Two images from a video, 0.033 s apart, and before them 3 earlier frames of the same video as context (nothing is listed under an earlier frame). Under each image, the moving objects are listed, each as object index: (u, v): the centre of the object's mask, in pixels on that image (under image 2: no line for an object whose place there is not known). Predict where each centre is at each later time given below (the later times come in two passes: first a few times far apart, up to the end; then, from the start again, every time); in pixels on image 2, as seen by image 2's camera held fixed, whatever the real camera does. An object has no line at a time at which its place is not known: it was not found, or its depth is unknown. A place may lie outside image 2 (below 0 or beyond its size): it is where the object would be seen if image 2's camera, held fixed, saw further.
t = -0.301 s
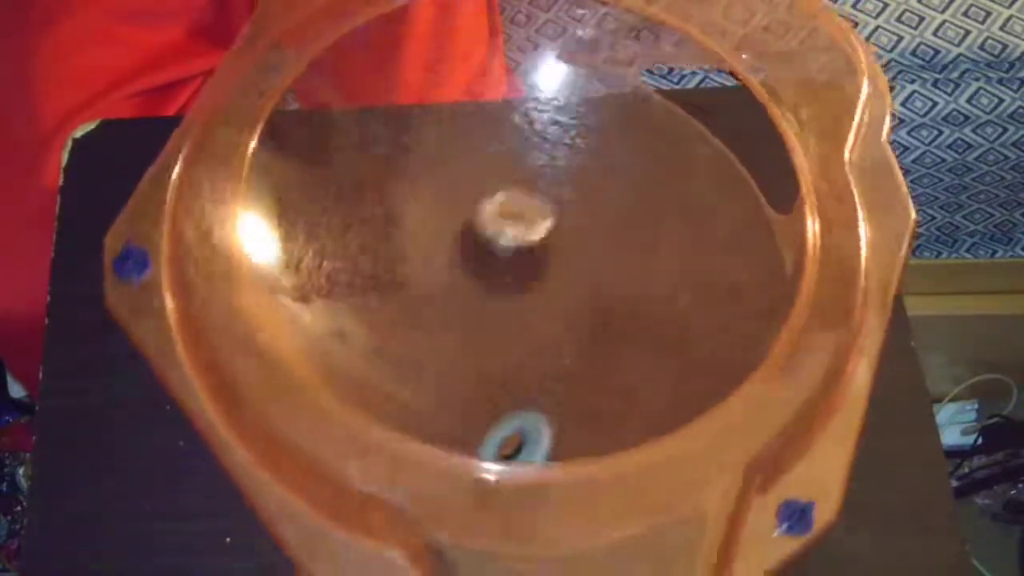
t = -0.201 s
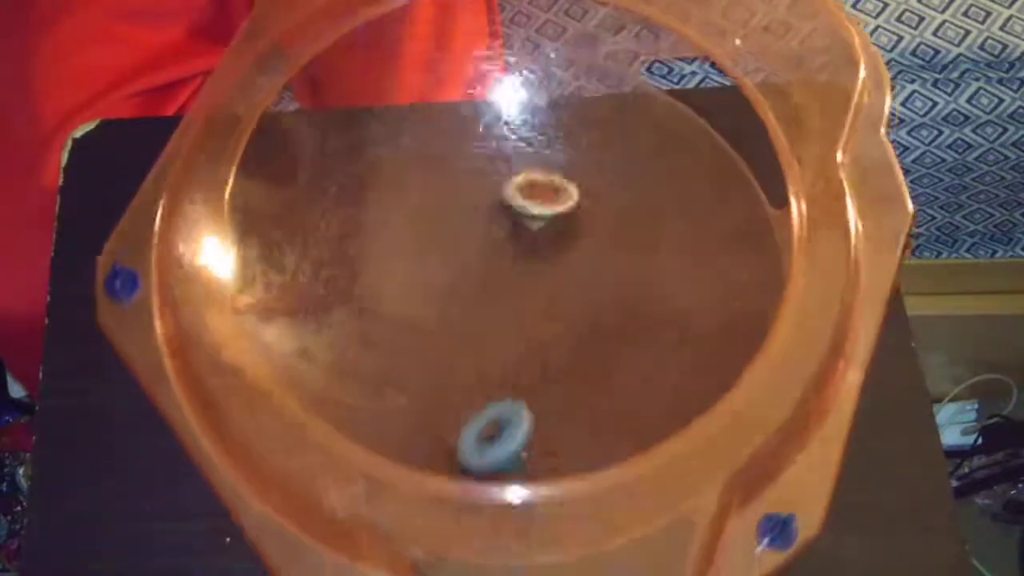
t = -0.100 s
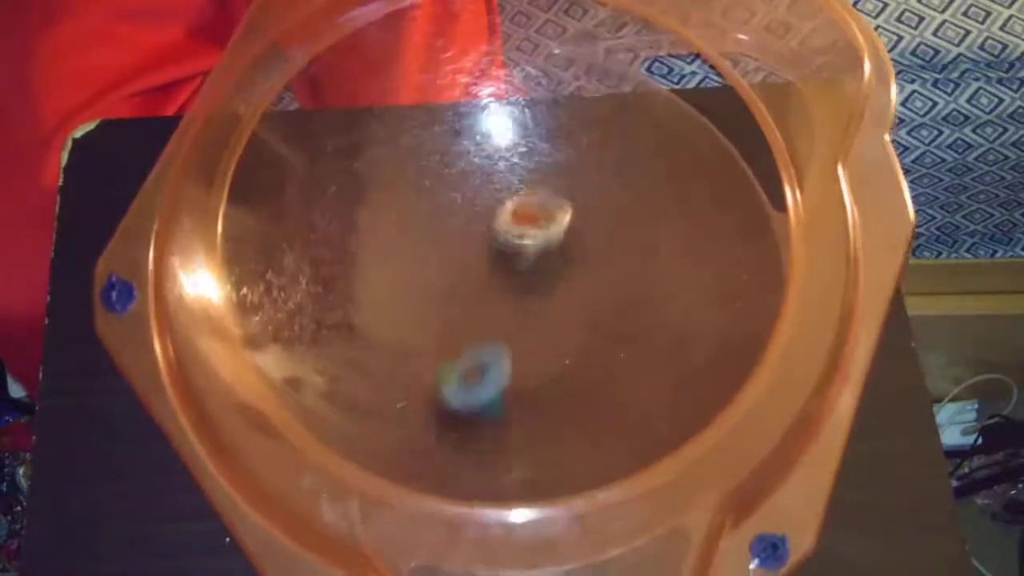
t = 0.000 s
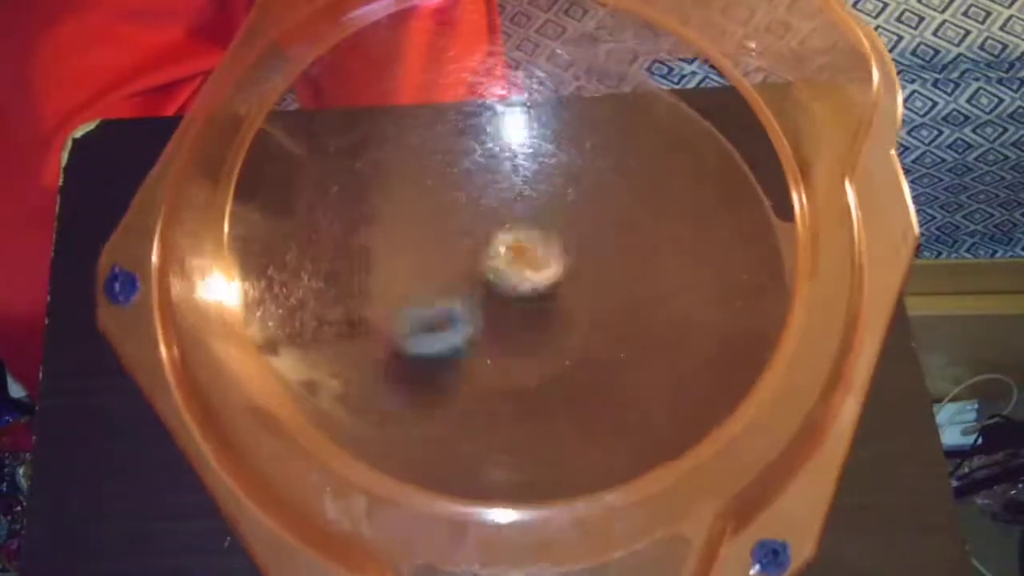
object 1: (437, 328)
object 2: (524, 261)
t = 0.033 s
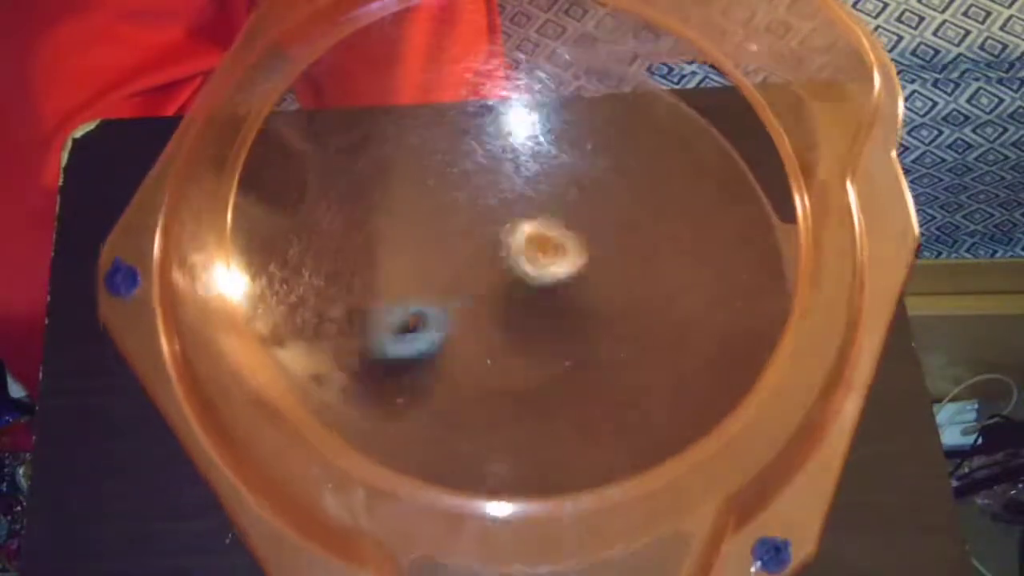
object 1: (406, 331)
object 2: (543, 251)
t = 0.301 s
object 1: (458, 353)
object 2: (574, 284)
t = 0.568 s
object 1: (549, 382)
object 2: (598, 266)
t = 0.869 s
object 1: (449, 329)
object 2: (644, 249)
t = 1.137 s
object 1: (441, 298)
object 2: (535, 268)
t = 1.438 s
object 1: (429, 314)
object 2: (563, 294)
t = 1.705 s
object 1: (462, 289)
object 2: (566, 451)
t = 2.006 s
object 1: (496, 285)
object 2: (481, 377)
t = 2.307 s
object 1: (514, 231)
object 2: (468, 350)
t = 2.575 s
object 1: (524, 275)
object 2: (452, 328)
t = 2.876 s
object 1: (536, 360)
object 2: (459, 326)
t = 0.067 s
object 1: (388, 333)
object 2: (563, 249)
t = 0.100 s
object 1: (375, 338)
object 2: (580, 259)
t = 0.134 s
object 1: (372, 339)
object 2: (588, 261)
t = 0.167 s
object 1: (379, 338)
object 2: (588, 247)
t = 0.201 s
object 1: (390, 346)
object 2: (585, 242)
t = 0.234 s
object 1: (403, 353)
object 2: (582, 247)
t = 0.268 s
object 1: (427, 351)
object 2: (577, 265)
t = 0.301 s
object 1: (458, 353)
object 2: (574, 284)
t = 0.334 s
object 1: (486, 351)
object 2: (564, 290)
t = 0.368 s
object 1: (513, 350)
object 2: (558, 285)
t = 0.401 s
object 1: (522, 361)
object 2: (565, 271)
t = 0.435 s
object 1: (528, 370)
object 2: (573, 263)
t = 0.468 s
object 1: (536, 376)
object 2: (581, 260)
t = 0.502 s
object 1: (543, 381)
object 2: (588, 257)
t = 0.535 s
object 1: (548, 383)
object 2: (594, 260)
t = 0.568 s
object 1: (549, 382)
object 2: (598, 266)
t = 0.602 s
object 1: (550, 378)
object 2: (597, 269)
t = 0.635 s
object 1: (549, 373)
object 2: (594, 279)
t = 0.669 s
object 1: (549, 368)
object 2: (590, 291)
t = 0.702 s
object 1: (548, 362)
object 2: (587, 291)
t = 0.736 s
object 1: (533, 361)
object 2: (597, 286)
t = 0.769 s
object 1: (511, 352)
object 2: (617, 280)
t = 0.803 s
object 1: (487, 350)
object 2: (632, 272)
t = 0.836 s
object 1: (466, 341)
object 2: (641, 259)
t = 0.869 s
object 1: (449, 329)
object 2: (644, 249)
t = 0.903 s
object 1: (432, 319)
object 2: (638, 237)
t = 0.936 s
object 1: (423, 310)
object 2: (628, 231)
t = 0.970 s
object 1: (420, 303)
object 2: (613, 229)
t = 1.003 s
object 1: (422, 298)
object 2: (595, 231)
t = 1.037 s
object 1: (428, 296)
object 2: (576, 236)
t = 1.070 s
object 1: (437, 295)
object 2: (557, 246)
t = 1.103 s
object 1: (446, 295)
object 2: (538, 259)
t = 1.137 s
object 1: (441, 298)
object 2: (535, 268)
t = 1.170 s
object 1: (415, 303)
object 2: (557, 269)
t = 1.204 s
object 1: (397, 306)
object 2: (575, 270)
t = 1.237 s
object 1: (386, 308)
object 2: (589, 271)
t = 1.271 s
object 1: (382, 309)
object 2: (596, 275)
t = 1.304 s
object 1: (385, 309)
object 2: (597, 277)
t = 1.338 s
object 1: (391, 310)
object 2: (592, 280)
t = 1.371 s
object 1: (401, 311)
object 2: (584, 282)
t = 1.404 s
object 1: (414, 311)
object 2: (575, 286)
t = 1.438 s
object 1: (429, 314)
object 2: (563, 294)
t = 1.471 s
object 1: (448, 318)
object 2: (549, 306)
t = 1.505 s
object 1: (463, 321)
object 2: (541, 319)
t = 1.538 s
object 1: (472, 324)
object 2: (536, 341)
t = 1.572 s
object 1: (467, 314)
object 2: (545, 377)
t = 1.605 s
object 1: (461, 304)
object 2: (553, 402)
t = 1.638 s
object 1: (457, 296)
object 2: (560, 431)
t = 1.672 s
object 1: (459, 291)
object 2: (567, 449)
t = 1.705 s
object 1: (462, 289)
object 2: (566, 451)
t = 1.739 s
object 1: (467, 290)
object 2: (564, 456)
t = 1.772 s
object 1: (470, 292)
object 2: (557, 459)
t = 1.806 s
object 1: (472, 295)
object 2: (556, 455)
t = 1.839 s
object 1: (475, 297)
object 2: (547, 441)
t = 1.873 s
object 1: (478, 300)
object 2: (536, 423)
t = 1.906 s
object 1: (484, 303)
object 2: (522, 406)
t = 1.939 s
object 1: (490, 309)
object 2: (507, 388)
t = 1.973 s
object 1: (493, 298)
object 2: (488, 377)
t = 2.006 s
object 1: (496, 285)
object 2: (481, 377)
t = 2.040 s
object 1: (497, 277)
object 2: (476, 385)
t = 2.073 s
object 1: (498, 273)
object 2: (473, 378)
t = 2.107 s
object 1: (498, 273)
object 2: (476, 372)
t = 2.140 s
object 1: (498, 274)
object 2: (482, 367)
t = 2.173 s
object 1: (496, 275)
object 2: (487, 358)
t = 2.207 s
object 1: (495, 272)
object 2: (487, 352)
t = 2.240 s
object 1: (500, 258)
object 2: (480, 356)
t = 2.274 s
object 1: (507, 243)
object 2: (472, 355)
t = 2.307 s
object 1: (514, 231)
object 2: (468, 350)
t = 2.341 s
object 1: (519, 226)
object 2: (464, 344)
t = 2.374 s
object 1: (523, 225)
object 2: (458, 337)
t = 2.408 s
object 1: (526, 226)
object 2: (453, 332)
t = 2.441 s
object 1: (527, 233)
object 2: (450, 330)
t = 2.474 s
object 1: (526, 243)
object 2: (447, 330)
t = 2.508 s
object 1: (526, 253)
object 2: (447, 329)
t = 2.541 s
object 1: (525, 264)
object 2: (450, 329)
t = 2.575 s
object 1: (524, 275)
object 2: (452, 328)
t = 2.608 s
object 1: (526, 286)
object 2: (455, 327)
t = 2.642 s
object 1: (530, 297)
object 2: (455, 328)
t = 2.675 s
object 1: (535, 306)
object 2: (454, 327)
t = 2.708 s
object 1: (540, 315)
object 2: (452, 327)
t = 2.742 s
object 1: (542, 326)
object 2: (449, 327)
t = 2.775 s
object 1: (543, 336)
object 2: (449, 327)
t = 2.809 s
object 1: (543, 344)
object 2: (451, 326)
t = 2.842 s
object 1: (540, 353)
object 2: (454, 327)
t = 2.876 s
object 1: (536, 360)
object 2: (459, 326)
